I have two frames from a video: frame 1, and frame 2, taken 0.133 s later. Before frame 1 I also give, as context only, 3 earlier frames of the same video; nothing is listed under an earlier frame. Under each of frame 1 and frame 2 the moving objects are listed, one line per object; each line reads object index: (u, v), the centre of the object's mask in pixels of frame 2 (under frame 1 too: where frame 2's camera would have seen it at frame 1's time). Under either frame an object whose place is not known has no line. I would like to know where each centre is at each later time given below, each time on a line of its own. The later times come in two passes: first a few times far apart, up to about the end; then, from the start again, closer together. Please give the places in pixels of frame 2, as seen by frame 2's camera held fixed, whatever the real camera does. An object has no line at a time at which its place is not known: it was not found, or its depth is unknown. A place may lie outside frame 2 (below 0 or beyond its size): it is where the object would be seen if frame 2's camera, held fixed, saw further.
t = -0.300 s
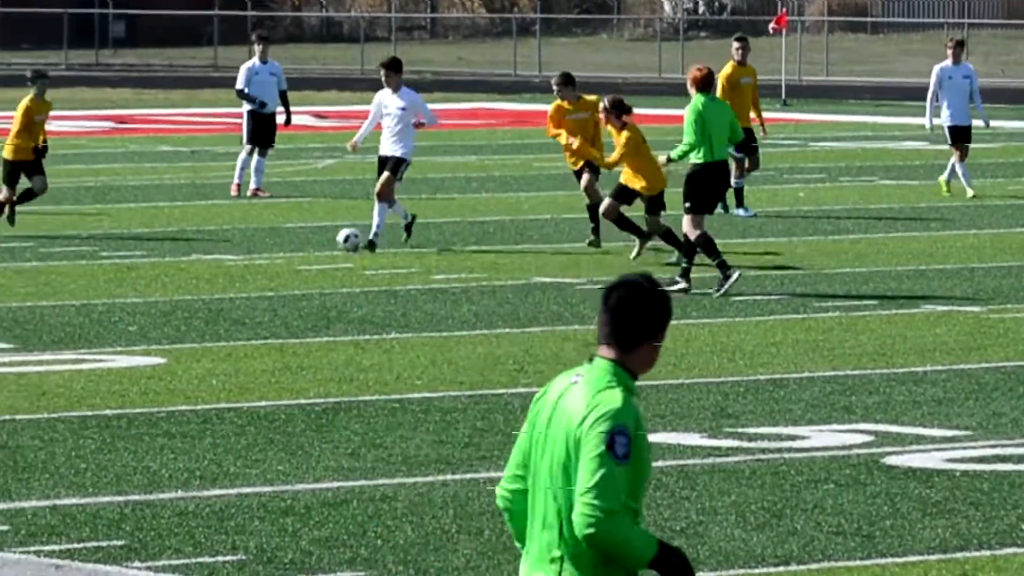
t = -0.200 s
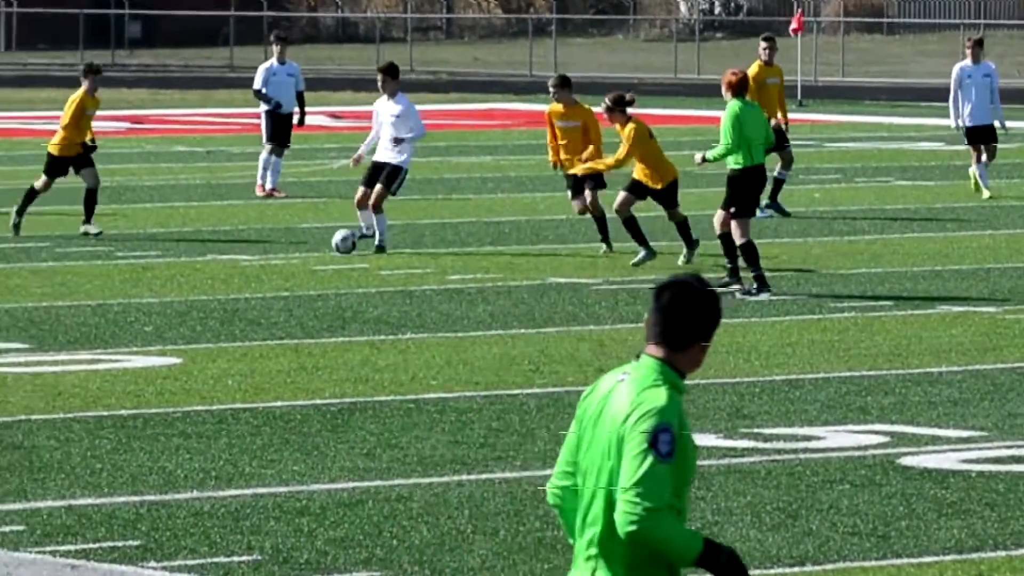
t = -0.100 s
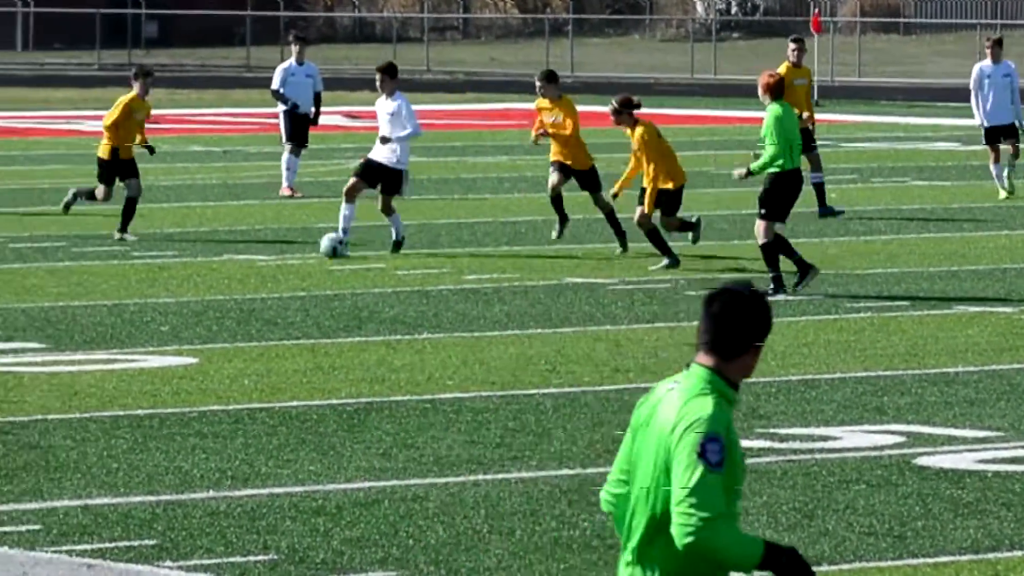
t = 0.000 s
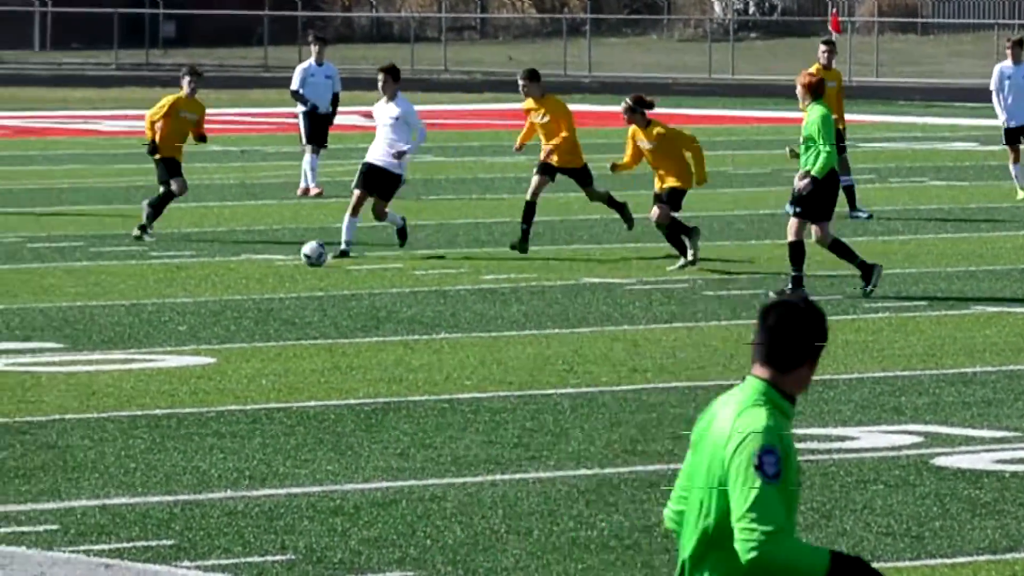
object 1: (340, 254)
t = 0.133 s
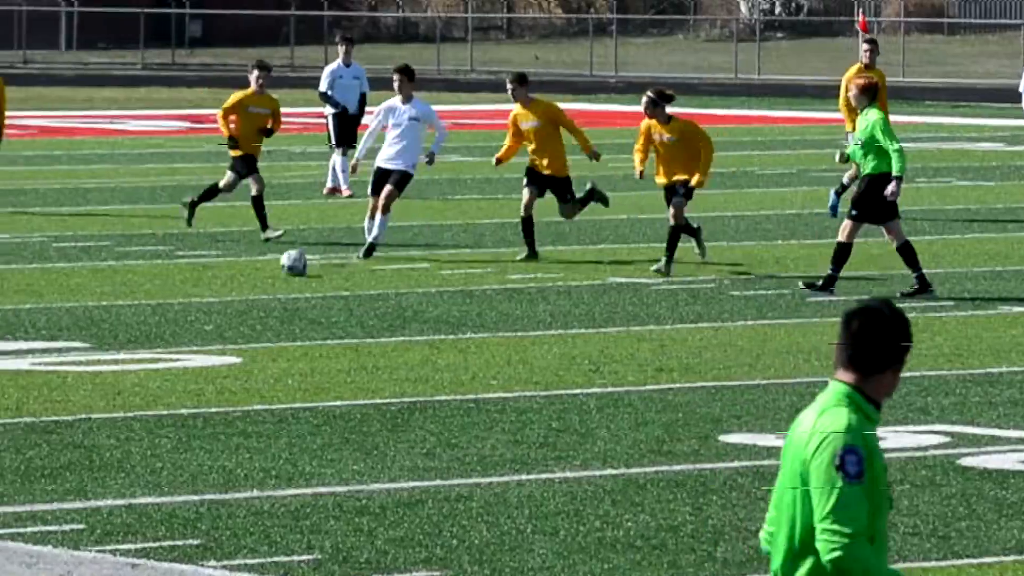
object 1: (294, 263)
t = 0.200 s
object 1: (272, 267)
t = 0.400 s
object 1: (207, 282)
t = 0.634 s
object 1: (138, 294)
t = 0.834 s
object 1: (80, 306)
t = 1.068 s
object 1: (11, 318)
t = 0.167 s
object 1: (283, 264)
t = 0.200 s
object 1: (272, 267)
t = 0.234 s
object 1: (260, 271)
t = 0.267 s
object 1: (250, 273)
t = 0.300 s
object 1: (239, 274)
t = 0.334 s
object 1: (228, 276)
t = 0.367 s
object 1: (217, 280)
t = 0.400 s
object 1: (207, 282)
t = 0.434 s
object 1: (197, 283)
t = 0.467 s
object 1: (186, 285)
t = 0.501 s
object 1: (176, 287)
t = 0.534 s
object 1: (167, 288)
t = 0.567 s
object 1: (157, 289)
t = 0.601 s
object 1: (148, 292)
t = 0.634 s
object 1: (138, 294)
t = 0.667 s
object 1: (129, 296)
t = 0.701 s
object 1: (118, 298)
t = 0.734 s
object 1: (108, 300)
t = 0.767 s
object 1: (99, 301)
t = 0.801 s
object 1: (90, 303)
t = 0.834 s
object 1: (80, 306)
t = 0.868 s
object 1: (70, 308)
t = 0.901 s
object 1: (61, 310)
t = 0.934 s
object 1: (51, 312)
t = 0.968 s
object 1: (41, 315)
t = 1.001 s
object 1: (32, 316)
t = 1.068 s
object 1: (11, 318)
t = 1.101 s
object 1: (2, 321)
